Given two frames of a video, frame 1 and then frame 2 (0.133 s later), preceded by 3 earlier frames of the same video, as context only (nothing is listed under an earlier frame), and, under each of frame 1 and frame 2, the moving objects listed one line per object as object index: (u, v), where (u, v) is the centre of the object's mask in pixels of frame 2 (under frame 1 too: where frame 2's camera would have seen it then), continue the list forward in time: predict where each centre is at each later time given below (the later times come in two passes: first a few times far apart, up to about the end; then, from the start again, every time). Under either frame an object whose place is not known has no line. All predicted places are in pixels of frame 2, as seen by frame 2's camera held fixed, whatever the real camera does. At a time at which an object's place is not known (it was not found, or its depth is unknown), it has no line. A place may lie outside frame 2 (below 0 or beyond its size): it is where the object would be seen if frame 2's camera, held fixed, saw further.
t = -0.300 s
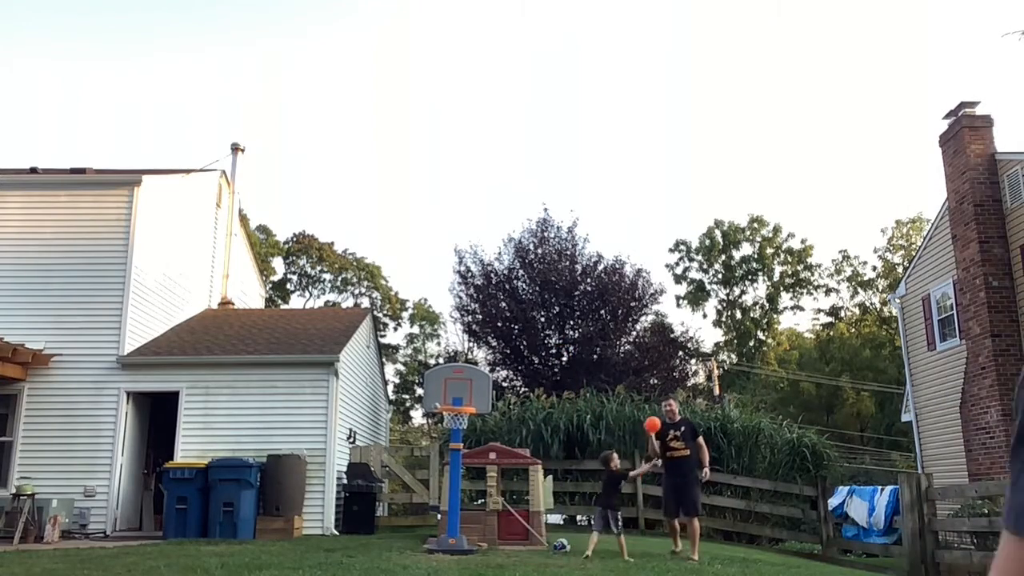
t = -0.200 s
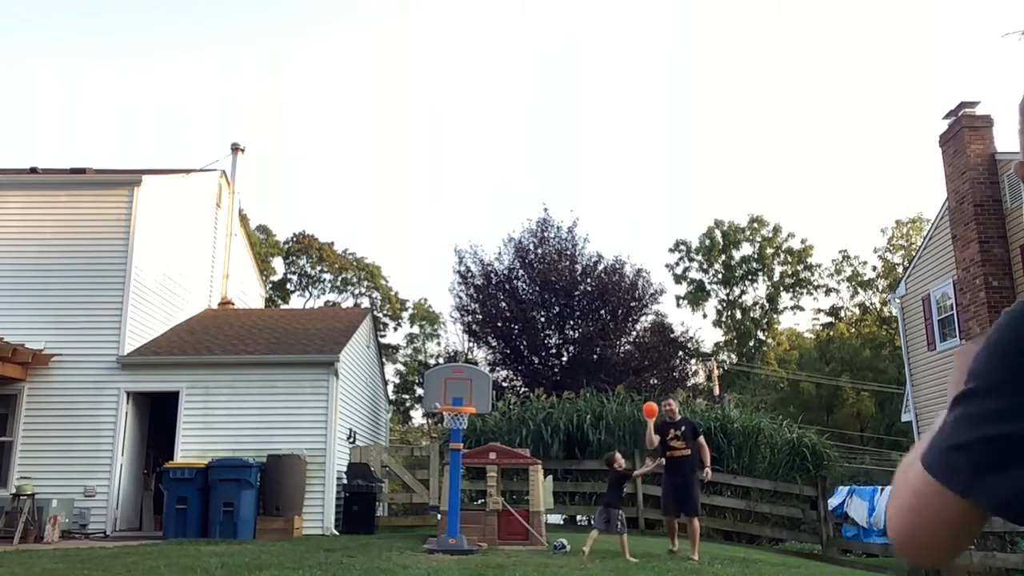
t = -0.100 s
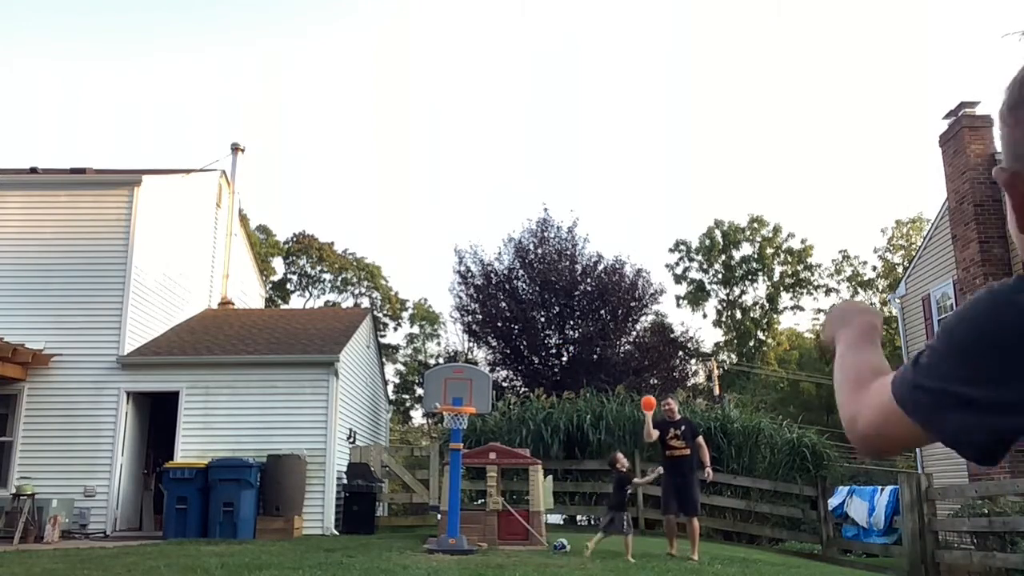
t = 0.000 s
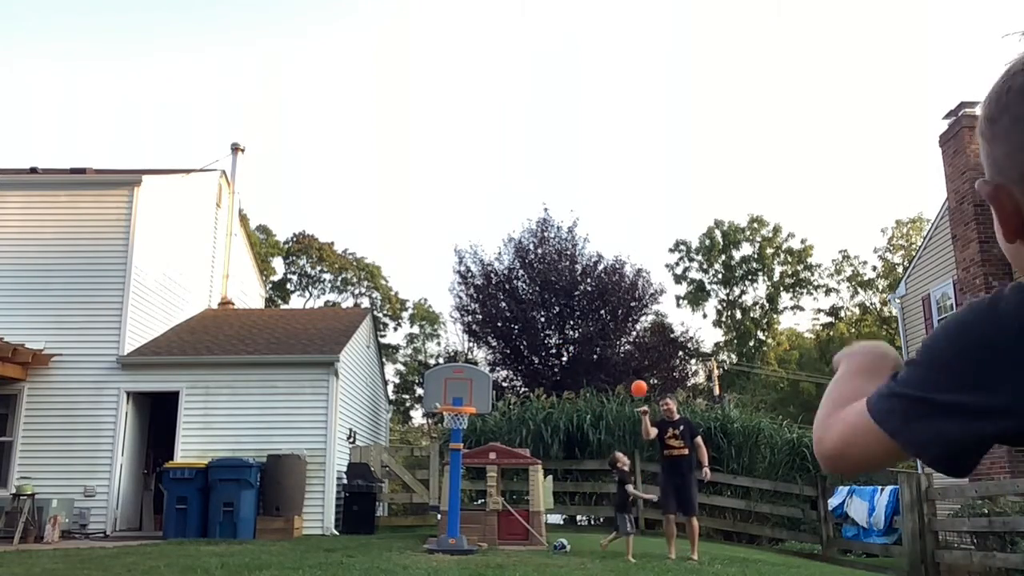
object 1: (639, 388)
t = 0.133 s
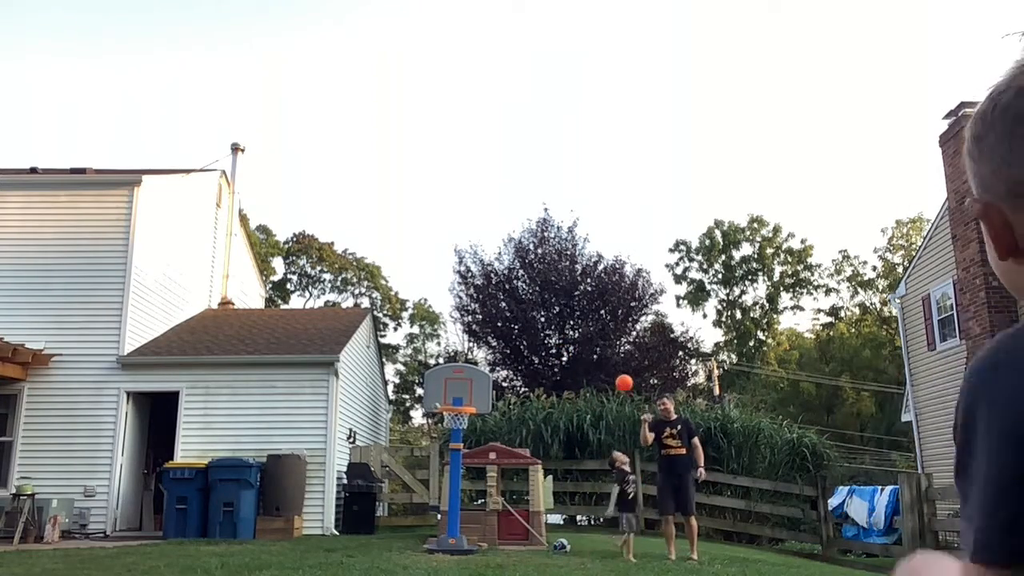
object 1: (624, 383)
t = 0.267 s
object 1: (607, 396)
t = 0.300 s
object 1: (603, 402)
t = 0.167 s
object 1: (620, 384)
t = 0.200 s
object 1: (616, 387)
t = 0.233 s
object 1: (611, 391)
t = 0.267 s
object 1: (607, 396)
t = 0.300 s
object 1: (603, 402)
